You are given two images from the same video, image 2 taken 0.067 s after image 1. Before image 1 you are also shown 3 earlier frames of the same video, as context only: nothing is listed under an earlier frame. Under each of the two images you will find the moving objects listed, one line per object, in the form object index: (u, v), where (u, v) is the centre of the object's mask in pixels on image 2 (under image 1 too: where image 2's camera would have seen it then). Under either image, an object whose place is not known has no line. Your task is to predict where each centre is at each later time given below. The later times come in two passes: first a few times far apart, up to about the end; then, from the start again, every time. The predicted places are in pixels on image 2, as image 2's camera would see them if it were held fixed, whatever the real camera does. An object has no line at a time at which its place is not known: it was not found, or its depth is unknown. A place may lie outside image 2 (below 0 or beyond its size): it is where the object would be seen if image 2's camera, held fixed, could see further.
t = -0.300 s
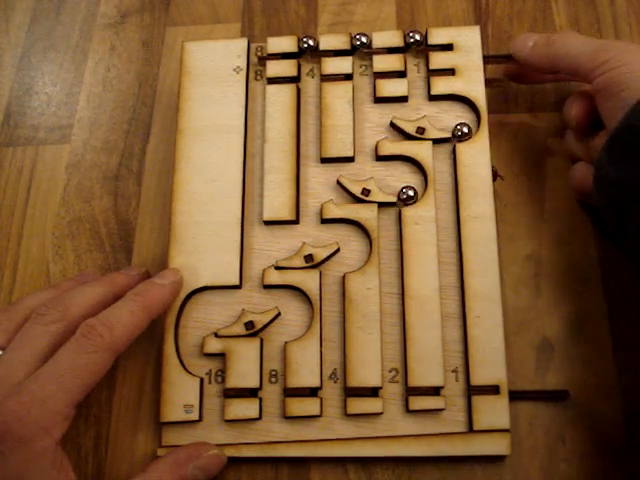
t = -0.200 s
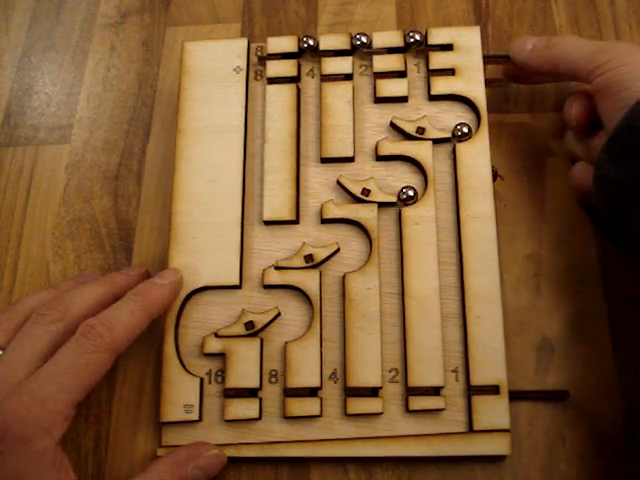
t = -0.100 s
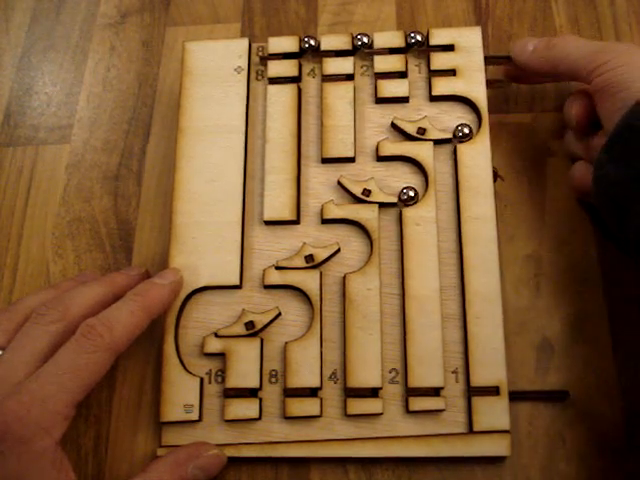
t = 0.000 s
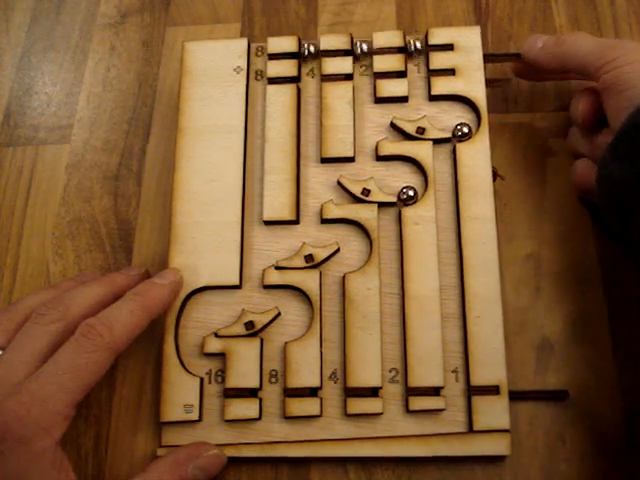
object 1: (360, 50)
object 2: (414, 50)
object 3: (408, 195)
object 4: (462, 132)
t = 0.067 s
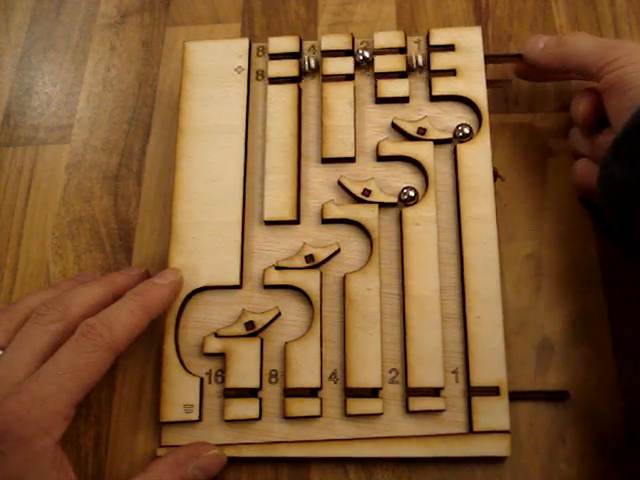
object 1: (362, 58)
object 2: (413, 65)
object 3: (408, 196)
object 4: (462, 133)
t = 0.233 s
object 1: (365, 91)
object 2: (418, 107)
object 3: (408, 195)
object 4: (462, 132)
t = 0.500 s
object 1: (336, 185)
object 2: (365, 144)
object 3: (408, 195)
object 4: (444, 140)
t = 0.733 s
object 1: (300, 238)
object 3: (388, 211)
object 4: (446, 222)
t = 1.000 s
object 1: (252, 279)
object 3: (394, 345)
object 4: (457, 410)
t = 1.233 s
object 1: (279, 317)
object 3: (391, 425)
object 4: (455, 422)
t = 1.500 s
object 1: (293, 329)
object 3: (381, 426)
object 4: (446, 422)
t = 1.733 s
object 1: (293, 329)
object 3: (370, 426)
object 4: (432, 423)
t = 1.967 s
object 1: (293, 329)
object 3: (357, 427)
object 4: (415, 424)
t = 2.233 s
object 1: (293, 329)
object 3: (354, 427)
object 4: (391, 425)
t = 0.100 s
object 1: (363, 61)
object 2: (416, 74)
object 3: (408, 195)
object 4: (463, 133)
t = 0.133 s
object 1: (362, 65)
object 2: (415, 80)
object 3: (408, 196)
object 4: (462, 133)
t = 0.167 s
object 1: (363, 72)
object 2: (415, 86)
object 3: (408, 195)
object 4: (462, 133)
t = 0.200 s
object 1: (363, 81)
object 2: (416, 96)
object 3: (408, 195)
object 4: (462, 133)
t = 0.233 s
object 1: (365, 91)
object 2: (418, 107)
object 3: (408, 195)
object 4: (462, 132)
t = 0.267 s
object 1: (363, 105)
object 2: (415, 112)
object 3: (408, 195)
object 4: (463, 132)
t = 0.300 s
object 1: (365, 122)
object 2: (409, 113)
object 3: (408, 195)
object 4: (463, 132)
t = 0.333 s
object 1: (365, 141)
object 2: (402, 116)
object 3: (408, 195)
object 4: (462, 132)
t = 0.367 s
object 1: (365, 163)
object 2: (395, 119)
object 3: (408, 195)
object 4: (461, 133)
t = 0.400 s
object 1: (359, 170)
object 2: (388, 125)
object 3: (409, 195)
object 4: (458, 134)
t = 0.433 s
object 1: (351, 173)
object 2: (379, 130)
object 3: (409, 195)
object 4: (454, 135)
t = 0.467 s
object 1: (344, 179)
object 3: (409, 195)
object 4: (450, 135)
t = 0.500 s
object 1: (336, 185)
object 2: (365, 144)
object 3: (408, 195)
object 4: (444, 140)
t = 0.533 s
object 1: (326, 190)
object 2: (365, 152)
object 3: (406, 196)
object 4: (443, 145)
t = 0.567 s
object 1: (317, 195)
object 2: (366, 162)
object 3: (404, 197)
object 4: (444, 151)
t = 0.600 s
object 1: (309, 203)
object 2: (367, 170)
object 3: (401, 197)
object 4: (444, 160)
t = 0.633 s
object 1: (311, 209)
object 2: (372, 172)
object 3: (398, 198)
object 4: (444, 172)
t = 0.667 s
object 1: (310, 220)
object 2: (377, 174)
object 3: (394, 200)
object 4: (445, 186)
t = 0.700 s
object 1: (307, 233)
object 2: (381, 175)
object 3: (390, 204)
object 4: (446, 202)
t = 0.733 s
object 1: (300, 238)
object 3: (388, 211)
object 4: (446, 222)
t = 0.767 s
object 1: (293, 242)
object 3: (389, 217)
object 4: (448, 245)
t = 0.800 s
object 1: (284, 247)
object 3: (389, 228)
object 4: (451, 271)
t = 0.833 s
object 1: (275, 252)
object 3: (389, 242)
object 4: (451, 298)
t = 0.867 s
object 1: (266, 256)
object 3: (391, 256)
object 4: (452, 329)
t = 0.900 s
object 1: (254, 262)
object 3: (391, 274)
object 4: (453, 368)
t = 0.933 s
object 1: (251, 266)
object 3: (392, 295)
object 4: (456, 402)
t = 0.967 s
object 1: (250, 272)
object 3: (393, 319)
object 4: (456, 416)
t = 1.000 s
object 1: (252, 279)
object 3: (394, 345)
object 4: (457, 410)
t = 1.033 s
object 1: (251, 287)
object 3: (394, 374)
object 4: (457, 412)
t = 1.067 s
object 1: (252, 300)
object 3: (394, 402)
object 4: (456, 419)
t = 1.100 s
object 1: (257, 303)
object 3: (395, 422)
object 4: (457, 421)
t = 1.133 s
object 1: (263, 305)
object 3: (393, 419)
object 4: (456, 421)
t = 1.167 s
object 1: (268, 308)
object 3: (393, 420)
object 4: (456, 422)
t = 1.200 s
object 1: (273, 312)
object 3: (392, 424)
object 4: (456, 422)
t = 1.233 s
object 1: (279, 317)
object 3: (391, 425)
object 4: (455, 422)
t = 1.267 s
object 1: (286, 320)
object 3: (389, 425)
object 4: (454, 422)
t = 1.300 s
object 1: (293, 323)
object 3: (388, 425)
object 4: (453, 422)
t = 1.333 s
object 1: (296, 324)
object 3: (387, 425)
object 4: (452, 422)
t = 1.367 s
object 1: (295, 324)
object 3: (386, 425)
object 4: (451, 422)
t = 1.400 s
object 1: (294, 327)
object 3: (385, 425)
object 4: (450, 422)
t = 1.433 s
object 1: (293, 329)
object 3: (383, 425)
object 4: (449, 422)
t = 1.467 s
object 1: (293, 329)
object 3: (382, 425)
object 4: (448, 422)
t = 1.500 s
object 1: (293, 329)
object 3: (381, 426)
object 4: (446, 422)
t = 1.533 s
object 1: (293, 329)
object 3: (380, 426)
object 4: (444, 422)
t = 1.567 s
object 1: (293, 329)
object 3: (378, 426)
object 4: (443, 422)
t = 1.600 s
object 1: (293, 329)
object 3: (377, 426)
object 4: (441, 423)
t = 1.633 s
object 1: (293, 329)
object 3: (375, 426)
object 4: (439, 423)
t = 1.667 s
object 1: (293, 329)
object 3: (374, 426)
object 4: (437, 423)
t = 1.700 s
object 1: (293, 329)
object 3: (372, 426)
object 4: (434, 423)
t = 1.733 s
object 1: (293, 329)
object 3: (370, 426)
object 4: (432, 423)
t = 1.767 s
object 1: (293, 329)
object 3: (368, 426)
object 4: (430, 424)
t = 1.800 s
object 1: (293, 329)
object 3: (366, 426)
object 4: (428, 424)
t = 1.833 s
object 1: (293, 329)
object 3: (364, 427)
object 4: (426, 424)
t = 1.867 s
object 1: (293, 329)
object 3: (362, 427)
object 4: (423, 424)
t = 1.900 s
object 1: (293, 329)
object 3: (359, 427)
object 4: (421, 424)
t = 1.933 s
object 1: (293, 329)
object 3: (358, 427)
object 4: (418, 424)
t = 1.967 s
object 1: (293, 329)
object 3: (357, 427)
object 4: (415, 424)
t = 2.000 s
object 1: (293, 329)
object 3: (355, 427)
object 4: (412, 425)
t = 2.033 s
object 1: (293, 329)
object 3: (354, 427)
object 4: (409, 425)
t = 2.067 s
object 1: (293, 329)
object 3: (354, 427)
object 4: (406, 424)
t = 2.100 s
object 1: (293, 329)
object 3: (353, 427)
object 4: (403, 425)
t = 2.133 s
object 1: (293, 329)
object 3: (354, 427)
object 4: (400, 425)
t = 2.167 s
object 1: (293, 329)
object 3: (354, 427)
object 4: (397, 425)
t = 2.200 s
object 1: (293, 329)
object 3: (354, 427)
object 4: (394, 425)
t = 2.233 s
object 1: (293, 329)
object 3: (354, 427)
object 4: (391, 425)
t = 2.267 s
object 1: (293, 329)
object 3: (354, 427)
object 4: (387, 426)
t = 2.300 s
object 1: (293, 329)
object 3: (354, 427)
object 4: (384, 426)
